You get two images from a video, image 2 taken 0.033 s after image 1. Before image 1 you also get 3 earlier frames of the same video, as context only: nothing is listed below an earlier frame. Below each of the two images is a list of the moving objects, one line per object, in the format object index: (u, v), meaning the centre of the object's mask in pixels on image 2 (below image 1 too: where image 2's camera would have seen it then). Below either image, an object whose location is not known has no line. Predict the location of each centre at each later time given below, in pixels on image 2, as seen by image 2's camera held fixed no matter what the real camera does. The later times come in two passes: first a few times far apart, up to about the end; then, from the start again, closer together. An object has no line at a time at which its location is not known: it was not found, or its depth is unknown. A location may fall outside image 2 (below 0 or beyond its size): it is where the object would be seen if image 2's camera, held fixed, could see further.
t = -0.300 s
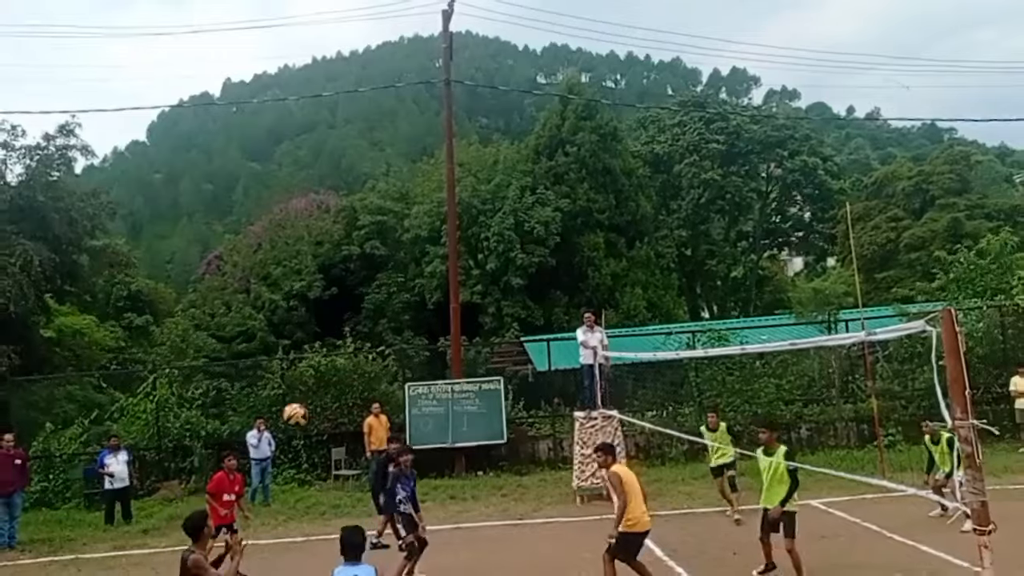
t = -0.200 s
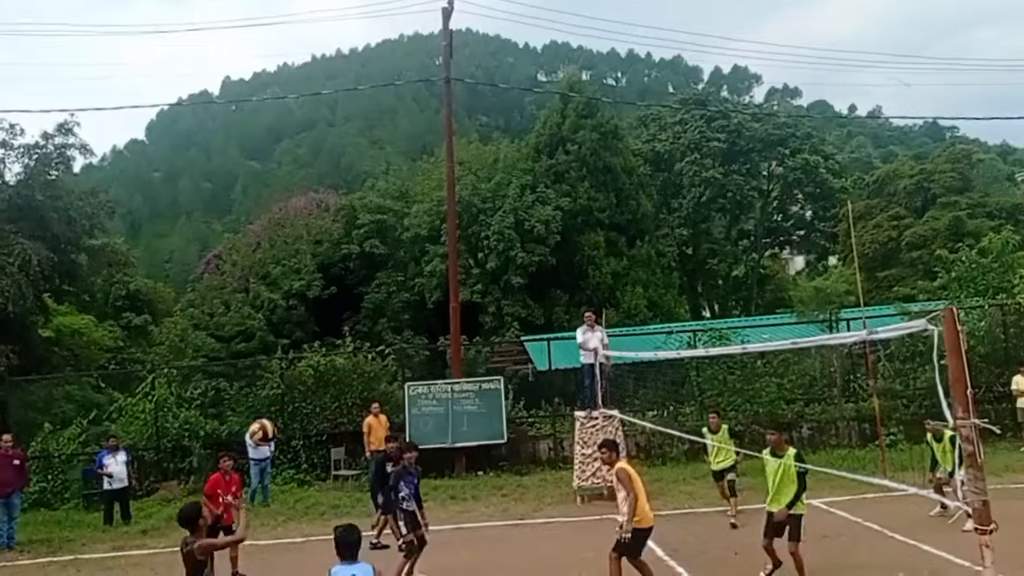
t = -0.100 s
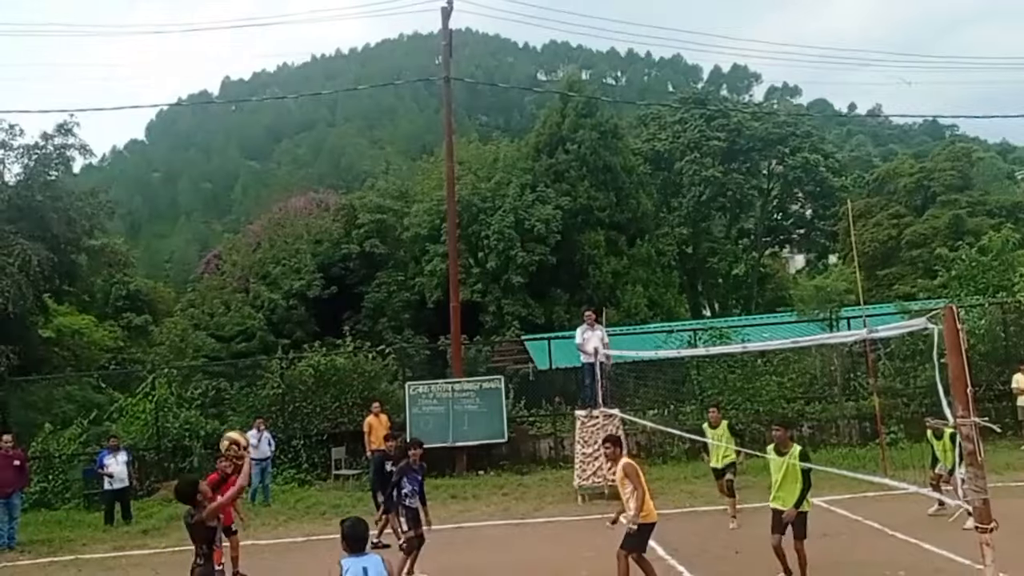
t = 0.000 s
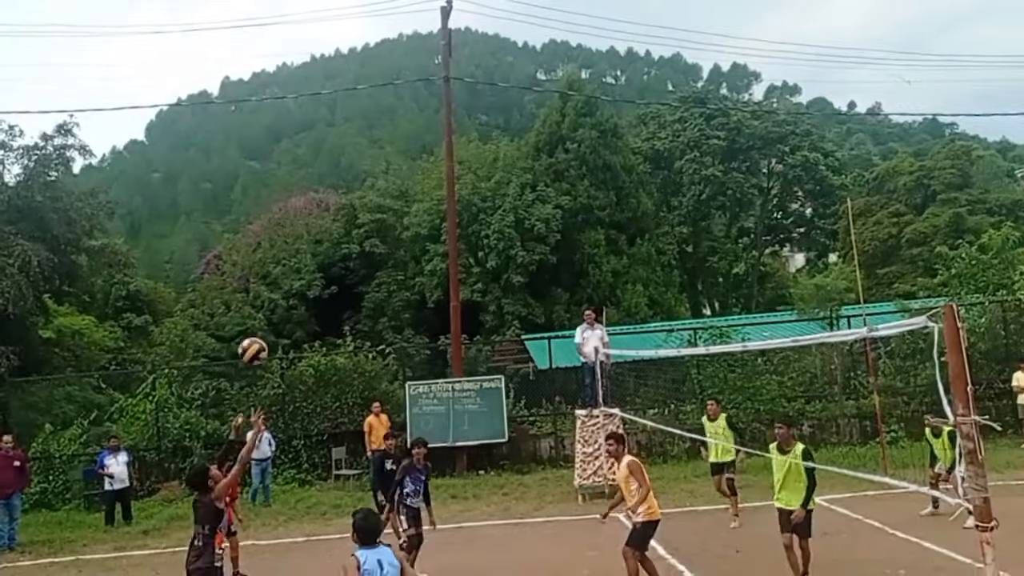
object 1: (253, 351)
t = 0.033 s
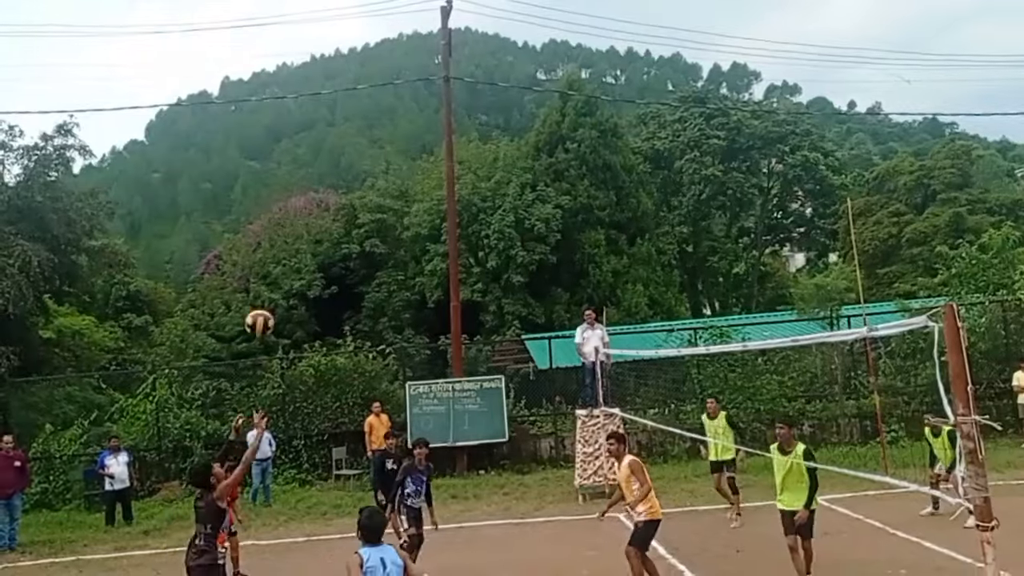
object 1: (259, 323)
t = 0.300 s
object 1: (308, 157)
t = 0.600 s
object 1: (366, 83)
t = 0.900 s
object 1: (426, 115)
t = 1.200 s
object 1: (490, 245)
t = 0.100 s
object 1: (272, 271)
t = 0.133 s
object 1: (279, 248)
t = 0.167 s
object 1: (285, 227)
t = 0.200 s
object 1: (290, 207)
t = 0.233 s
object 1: (296, 189)
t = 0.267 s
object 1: (301, 172)
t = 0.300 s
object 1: (308, 157)
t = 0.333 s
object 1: (314, 142)
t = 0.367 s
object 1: (321, 131)
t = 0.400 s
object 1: (327, 121)
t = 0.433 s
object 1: (334, 111)
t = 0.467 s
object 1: (340, 102)
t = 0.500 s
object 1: (347, 95)
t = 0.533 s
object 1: (353, 89)
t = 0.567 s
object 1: (360, 86)
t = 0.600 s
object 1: (366, 83)
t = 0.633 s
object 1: (372, 82)
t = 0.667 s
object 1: (378, 81)
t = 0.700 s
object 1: (385, 83)
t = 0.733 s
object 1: (392, 86)
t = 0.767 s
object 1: (399, 90)
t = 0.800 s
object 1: (406, 93)
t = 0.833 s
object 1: (412, 100)
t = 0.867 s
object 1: (419, 107)
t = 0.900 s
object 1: (426, 115)
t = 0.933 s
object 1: (433, 125)
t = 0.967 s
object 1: (440, 136)
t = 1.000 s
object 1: (446, 147)
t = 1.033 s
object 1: (452, 160)
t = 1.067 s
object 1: (460, 177)
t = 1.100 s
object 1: (468, 192)
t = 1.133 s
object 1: (476, 209)
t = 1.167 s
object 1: (483, 227)
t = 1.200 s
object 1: (490, 245)
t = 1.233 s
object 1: (498, 266)
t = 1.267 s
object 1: (505, 286)
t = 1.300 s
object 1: (511, 308)
